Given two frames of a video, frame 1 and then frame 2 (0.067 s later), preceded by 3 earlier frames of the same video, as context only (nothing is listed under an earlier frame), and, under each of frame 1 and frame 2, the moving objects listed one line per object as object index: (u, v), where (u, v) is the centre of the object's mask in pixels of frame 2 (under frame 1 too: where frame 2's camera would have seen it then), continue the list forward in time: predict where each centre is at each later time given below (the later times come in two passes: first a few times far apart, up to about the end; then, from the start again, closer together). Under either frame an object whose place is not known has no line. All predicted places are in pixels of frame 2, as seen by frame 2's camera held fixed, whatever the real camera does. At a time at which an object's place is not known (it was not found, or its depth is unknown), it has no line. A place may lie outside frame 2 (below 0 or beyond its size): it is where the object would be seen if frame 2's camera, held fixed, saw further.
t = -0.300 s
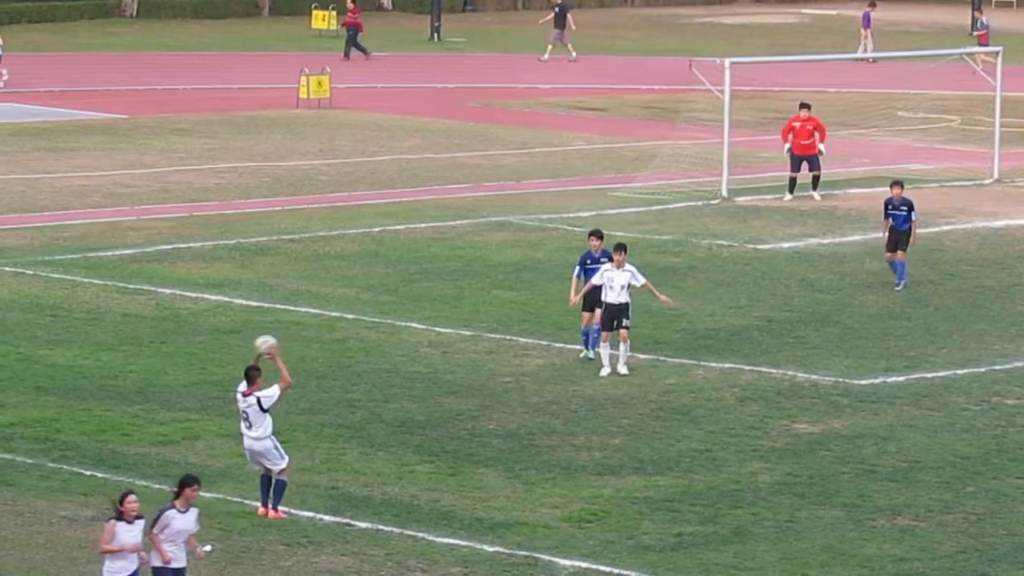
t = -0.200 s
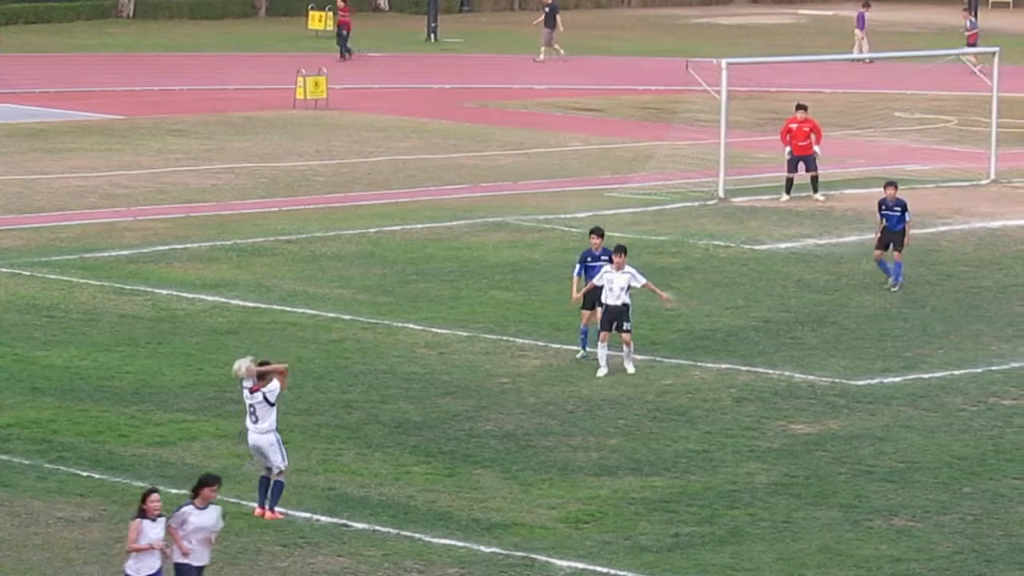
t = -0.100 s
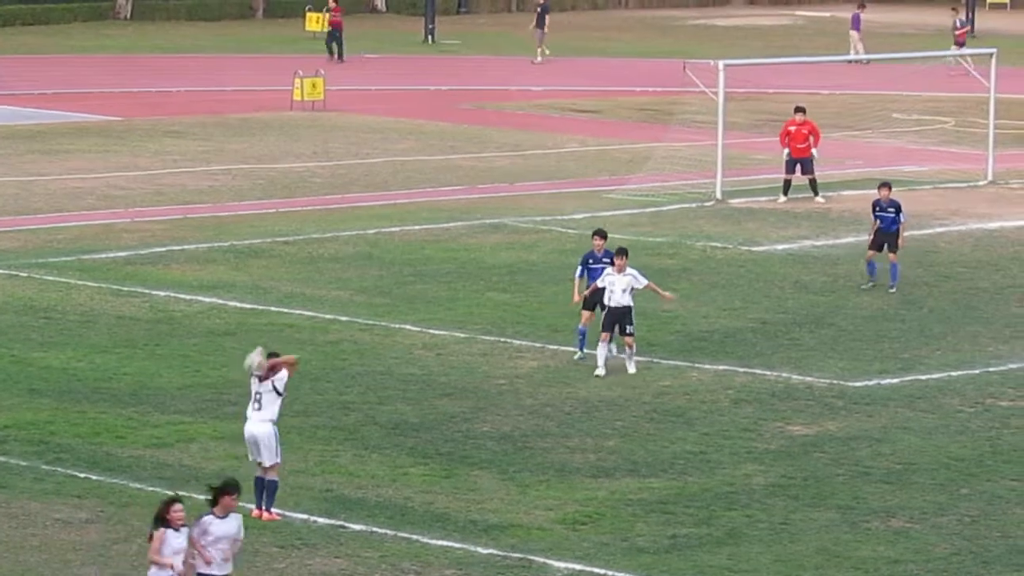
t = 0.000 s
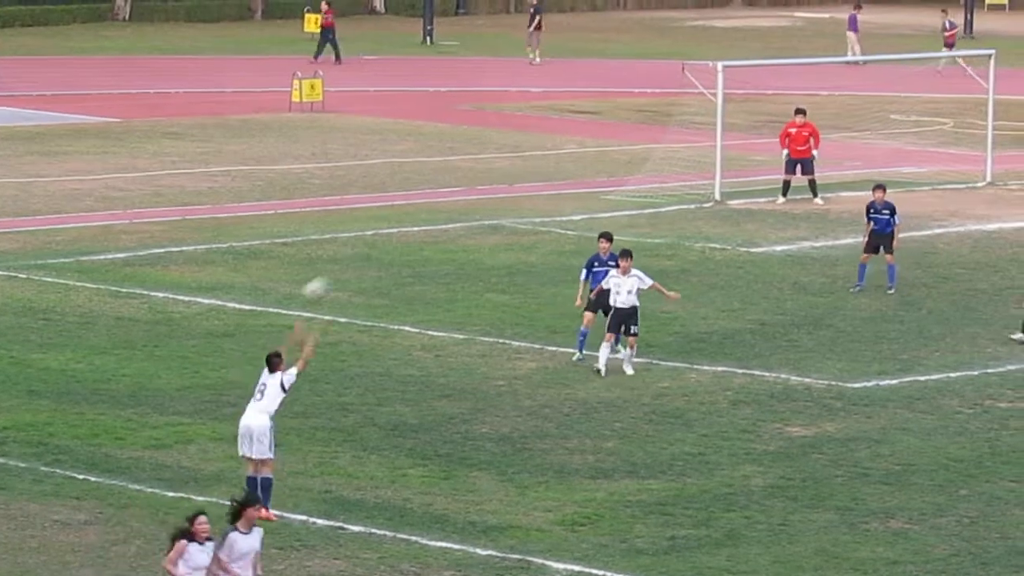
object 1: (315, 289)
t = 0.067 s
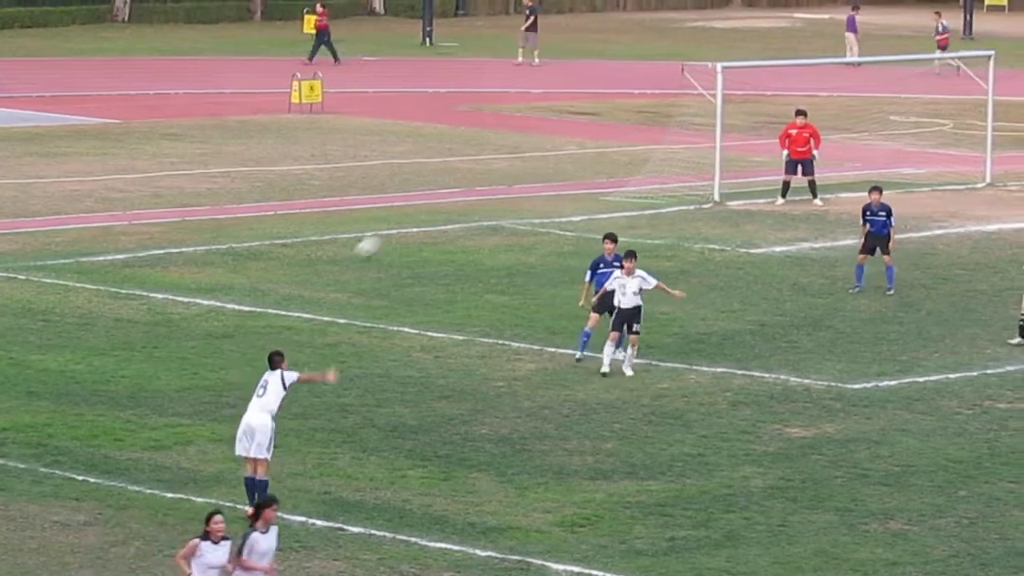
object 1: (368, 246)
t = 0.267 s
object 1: (515, 148)
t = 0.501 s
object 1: (667, 80)
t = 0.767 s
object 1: (821, 61)
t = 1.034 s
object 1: (964, 101)
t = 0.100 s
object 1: (396, 226)
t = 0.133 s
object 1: (418, 211)
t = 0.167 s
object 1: (445, 193)
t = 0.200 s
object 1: (468, 177)
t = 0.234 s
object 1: (492, 163)
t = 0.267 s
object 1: (515, 148)
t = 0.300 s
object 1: (538, 136)
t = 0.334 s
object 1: (561, 124)
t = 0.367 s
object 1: (583, 113)
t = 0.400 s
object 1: (604, 103)
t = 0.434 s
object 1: (626, 95)
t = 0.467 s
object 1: (646, 86)
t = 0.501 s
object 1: (667, 80)
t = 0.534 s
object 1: (686, 74)
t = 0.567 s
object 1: (706, 70)
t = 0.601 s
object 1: (728, 65)
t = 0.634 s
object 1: (746, 62)
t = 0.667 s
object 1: (766, 61)
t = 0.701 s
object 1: (784, 60)
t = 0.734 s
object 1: (803, 60)
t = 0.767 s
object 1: (821, 61)
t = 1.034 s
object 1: (964, 101)
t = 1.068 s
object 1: (981, 110)
